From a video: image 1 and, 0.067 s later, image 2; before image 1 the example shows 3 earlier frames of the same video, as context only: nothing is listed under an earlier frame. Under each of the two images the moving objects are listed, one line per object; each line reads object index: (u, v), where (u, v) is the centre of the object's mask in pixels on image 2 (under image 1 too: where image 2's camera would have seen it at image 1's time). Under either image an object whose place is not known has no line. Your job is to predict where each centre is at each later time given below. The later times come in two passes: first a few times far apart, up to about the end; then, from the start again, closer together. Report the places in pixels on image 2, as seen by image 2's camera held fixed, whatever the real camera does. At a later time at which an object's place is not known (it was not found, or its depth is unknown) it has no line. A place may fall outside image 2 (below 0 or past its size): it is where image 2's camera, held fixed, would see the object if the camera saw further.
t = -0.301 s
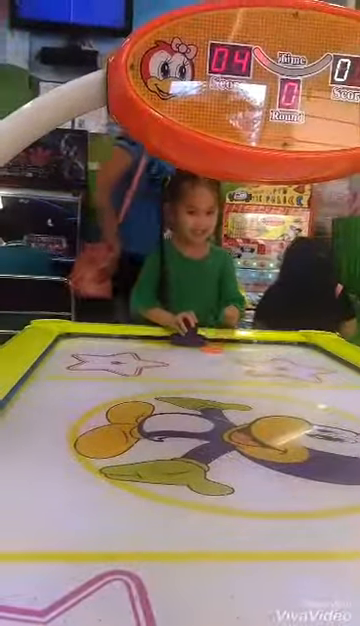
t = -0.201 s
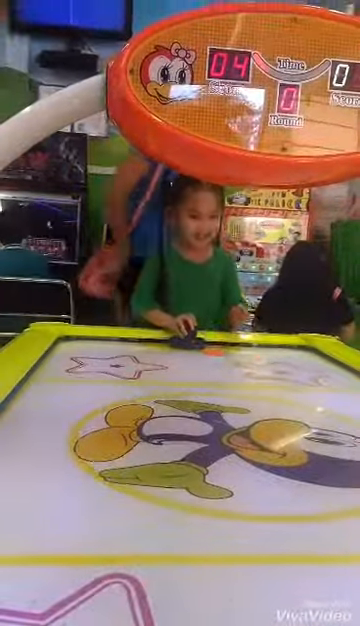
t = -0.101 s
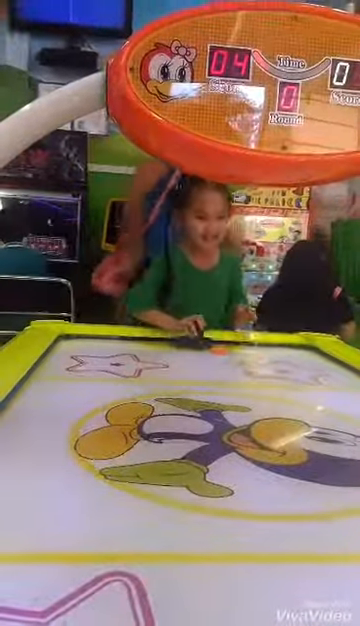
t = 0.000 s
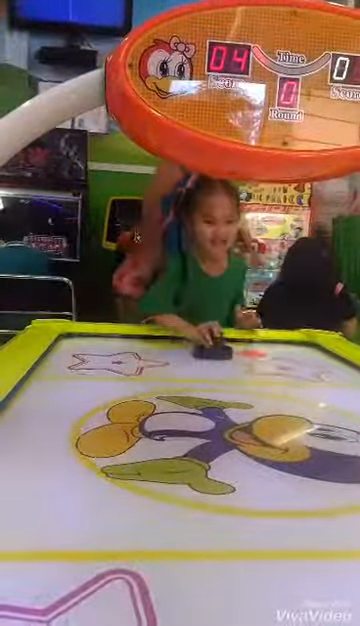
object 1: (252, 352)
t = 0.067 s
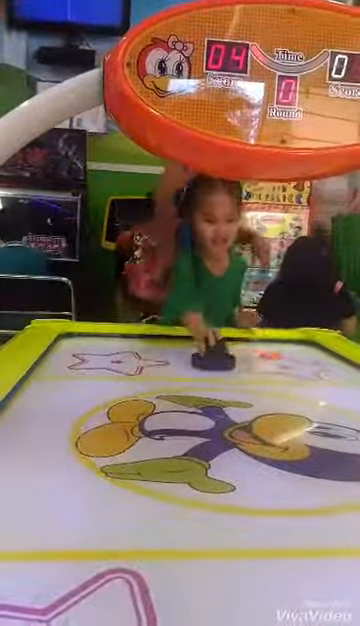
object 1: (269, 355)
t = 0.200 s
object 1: (309, 362)
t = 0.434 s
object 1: (347, 376)
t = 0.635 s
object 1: (327, 389)
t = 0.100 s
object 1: (283, 358)
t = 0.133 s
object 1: (297, 359)
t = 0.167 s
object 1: (305, 361)
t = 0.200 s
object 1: (309, 362)
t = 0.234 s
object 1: (326, 366)
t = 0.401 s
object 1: (351, 375)
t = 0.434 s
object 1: (347, 376)
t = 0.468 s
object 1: (344, 378)
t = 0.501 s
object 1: (342, 380)
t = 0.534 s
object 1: (341, 382)
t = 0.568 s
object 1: (334, 384)
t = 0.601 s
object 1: (329, 386)
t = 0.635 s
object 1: (327, 389)
